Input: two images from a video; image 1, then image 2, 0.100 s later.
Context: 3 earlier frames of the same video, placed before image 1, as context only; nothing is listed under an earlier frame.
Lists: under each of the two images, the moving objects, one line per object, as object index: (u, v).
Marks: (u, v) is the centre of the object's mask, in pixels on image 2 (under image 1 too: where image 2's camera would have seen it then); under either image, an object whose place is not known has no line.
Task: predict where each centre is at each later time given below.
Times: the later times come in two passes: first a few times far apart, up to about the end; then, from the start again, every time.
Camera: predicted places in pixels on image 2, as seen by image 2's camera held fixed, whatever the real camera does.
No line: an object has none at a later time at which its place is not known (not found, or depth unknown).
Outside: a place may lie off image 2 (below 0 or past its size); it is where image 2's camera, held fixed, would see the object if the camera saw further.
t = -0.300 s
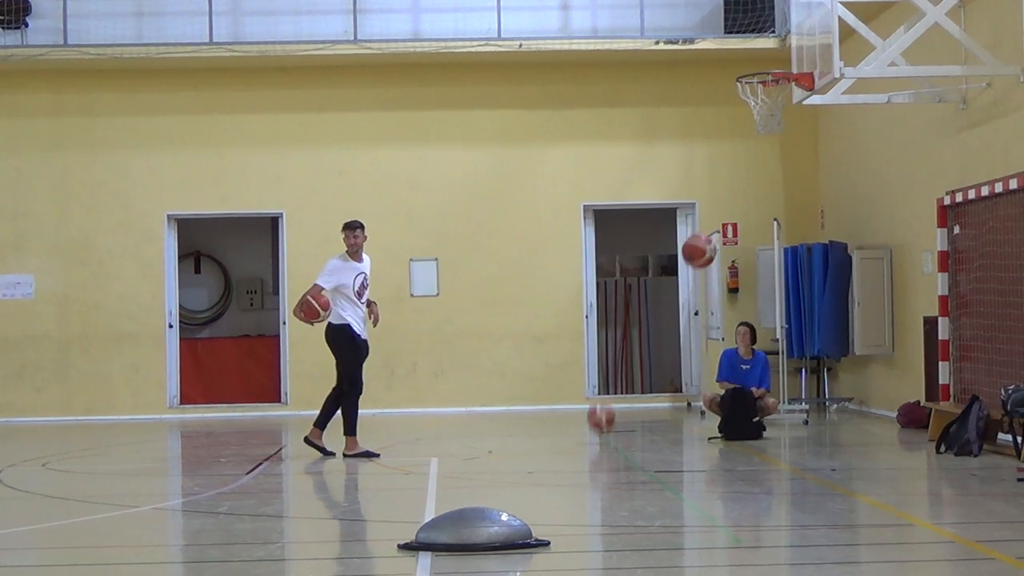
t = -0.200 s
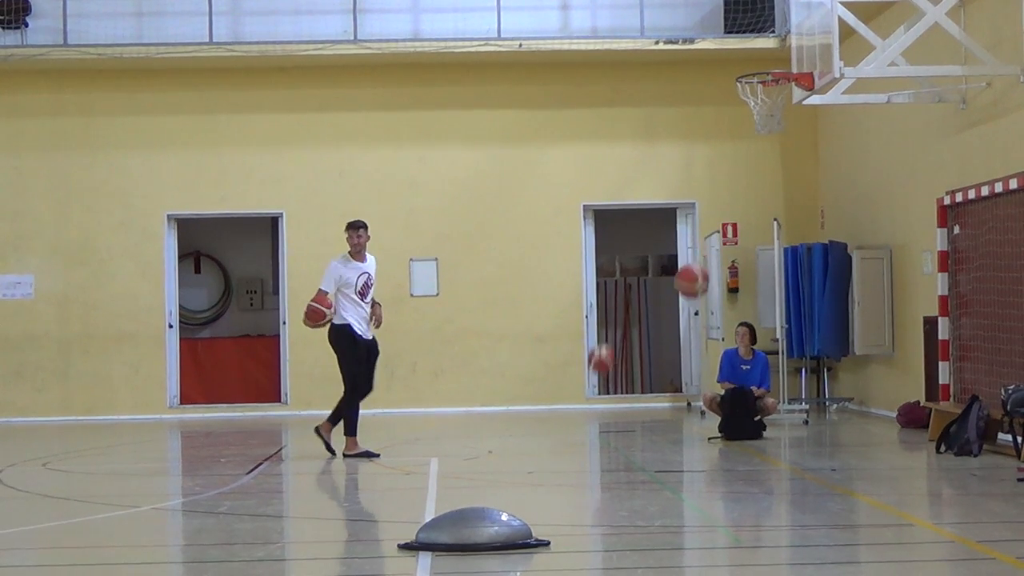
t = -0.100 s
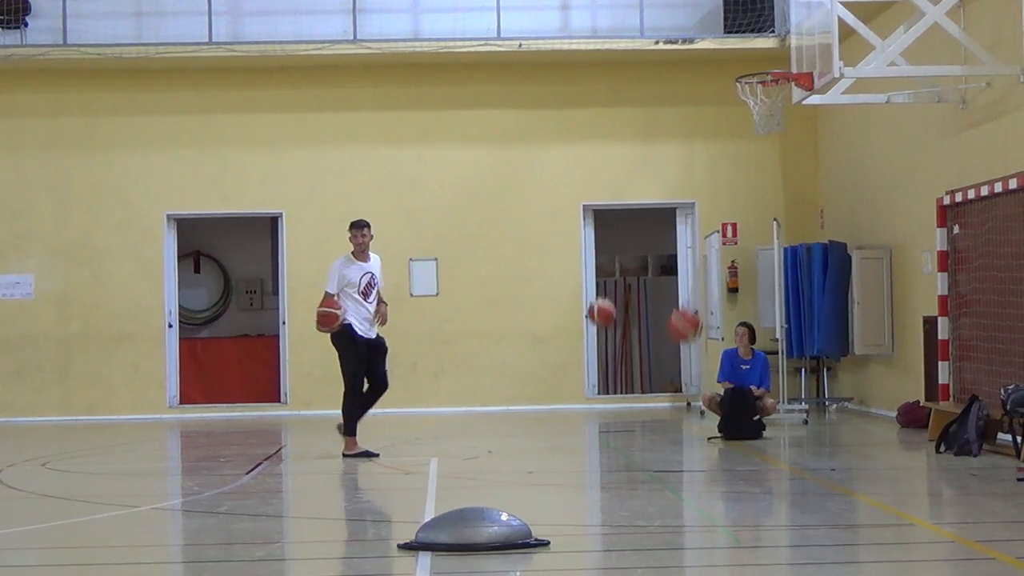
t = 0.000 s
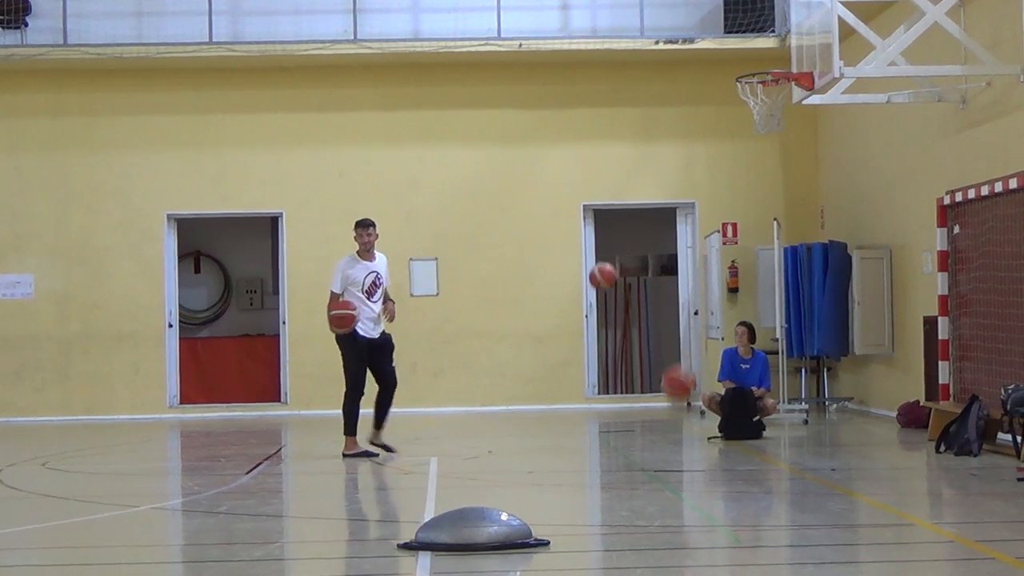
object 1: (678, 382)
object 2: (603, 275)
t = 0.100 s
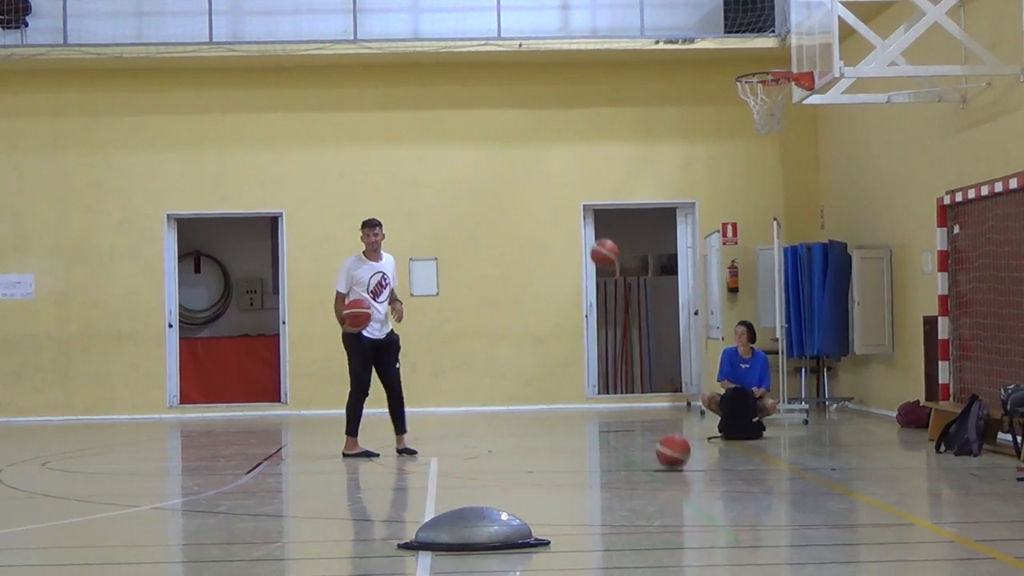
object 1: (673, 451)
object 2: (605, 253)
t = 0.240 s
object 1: (661, 383)
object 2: (606, 237)
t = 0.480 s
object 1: (641, 332)
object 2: (611, 262)
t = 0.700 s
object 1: (624, 354)
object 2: (614, 335)
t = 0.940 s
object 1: (608, 459)
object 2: (618, 389)
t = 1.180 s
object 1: (586, 388)
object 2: (609, 328)
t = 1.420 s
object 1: (567, 397)
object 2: (603, 330)
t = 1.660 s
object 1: (548, 451)
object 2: (598, 393)
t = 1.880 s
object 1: (531, 415)
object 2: (594, 380)
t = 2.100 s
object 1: (515, 452)
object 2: (590, 355)
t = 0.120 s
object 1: (671, 440)
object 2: (605, 248)
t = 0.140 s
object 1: (669, 430)
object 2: (605, 246)
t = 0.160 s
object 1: (668, 422)
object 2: (605, 243)
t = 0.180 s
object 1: (666, 411)
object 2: (605, 241)
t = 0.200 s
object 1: (664, 401)
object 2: (605, 240)
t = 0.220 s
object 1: (663, 391)
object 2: (606, 238)
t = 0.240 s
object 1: (661, 383)
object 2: (606, 237)
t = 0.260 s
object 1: (660, 376)
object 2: (607, 237)
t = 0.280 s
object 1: (657, 370)
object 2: (607, 237)
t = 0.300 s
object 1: (656, 364)
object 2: (607, 237)
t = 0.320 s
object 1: (655, 358)
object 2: (608, 240)
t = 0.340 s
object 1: (653, 353)
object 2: (608, 241)
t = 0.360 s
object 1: (652, 348)
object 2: (608, 243)
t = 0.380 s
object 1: (650, 344)
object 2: (609, 245)
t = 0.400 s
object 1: (648, 340)
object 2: (609, 247)
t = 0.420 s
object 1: (646, 338)
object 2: (610, 251)
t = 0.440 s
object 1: (645, 335)
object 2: (610, 254)
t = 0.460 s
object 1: (643, 333)
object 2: (610, 258)
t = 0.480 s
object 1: (641, 332)
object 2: (611, 262)
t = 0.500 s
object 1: (640, 331)
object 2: (612, 267)
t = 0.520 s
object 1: (638, 331)
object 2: (612, 272)
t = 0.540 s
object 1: (637, 331)
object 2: (612, 278)
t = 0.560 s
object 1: (636, 332)
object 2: (613, 285)
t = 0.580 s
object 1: (634, 334)
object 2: (613, 291)
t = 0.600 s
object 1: (632, 335)
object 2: (614, 299)
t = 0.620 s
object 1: (631, 338)
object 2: (614, 306)
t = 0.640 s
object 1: (630, 341)
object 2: (614, 314)
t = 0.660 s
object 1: (628, 344)
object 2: (614, 319)
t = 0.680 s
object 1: (626, 349)
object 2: (614, 328)
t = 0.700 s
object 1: (624, 354)
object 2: (614, 335)
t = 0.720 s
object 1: (622, 358)
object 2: (616, 341)
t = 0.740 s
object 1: (621, 365)
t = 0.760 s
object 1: (620, 372)
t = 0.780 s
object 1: (618, 379)
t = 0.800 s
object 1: (617, 387)
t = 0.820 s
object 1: (617, 398)
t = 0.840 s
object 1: (616, 408)
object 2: (631, 411)
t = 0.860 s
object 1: (615, 418)
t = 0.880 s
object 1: (612, 424)
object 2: (628, 414)
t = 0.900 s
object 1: (610, 436)
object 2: (620, 405)
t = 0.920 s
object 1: (609, 448)
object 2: (618, 397)
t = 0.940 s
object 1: (608, 459)
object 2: (618, 389)
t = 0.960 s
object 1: (606, 453)
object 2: (617, 381)
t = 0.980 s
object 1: (604, 445)
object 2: (616, 374)
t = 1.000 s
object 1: (602, 437)
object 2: (615, 367)
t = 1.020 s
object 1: (601, 429)
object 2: (615, 361)
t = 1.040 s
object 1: (599, 423)
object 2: (614, 356)
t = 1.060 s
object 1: (597, 416)
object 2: (613, 350)
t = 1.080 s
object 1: (595, 410)
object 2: (613, 346)
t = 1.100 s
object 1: (594, 404)
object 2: (612, 341)
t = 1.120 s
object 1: (592, 399)
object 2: (611, 337)
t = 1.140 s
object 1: (590, 395)
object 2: (611, 334)
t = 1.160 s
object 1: (588, 391)
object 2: (610, 330)
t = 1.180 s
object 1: (586, 388)
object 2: (609, 328)
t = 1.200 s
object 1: (584, 386)
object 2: (609, 325)
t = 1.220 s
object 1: (582, 384)
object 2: (608, 324)
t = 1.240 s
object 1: (580, 383)
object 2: (607, 322)
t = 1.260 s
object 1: (579, 382)
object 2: (607, 321)
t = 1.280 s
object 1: (578, 382)
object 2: (607, 321)
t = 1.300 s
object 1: (577, 382)
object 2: (606, 321)
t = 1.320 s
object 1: (575, 383)
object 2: (606, 321)
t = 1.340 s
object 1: (573, 385)
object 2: (605, 322)
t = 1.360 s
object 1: (571, 387)
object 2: (605, 323)
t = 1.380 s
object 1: (570, 390)
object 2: (604, 325)
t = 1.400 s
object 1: (568, 393)
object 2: (603, 327)
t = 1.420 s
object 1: (567, 397)
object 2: (603, 330)
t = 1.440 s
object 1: (565, 402)
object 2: (602, 332)
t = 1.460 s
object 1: (563, 407)
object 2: (602, 336)
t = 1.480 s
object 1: (562, 413)
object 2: (601, 340)
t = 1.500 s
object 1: (560, 420)
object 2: (601, 344)
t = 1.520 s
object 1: (558, 427)
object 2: (601, 348)
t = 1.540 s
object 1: (557, 435)
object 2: (600, 353)
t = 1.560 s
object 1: (556, 443)
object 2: (600, 359)
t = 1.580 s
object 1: (554, 452)
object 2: (599, 365)
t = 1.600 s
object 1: (552, 462)
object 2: (599, 371)
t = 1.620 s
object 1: (551, 464)
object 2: (599, 378)
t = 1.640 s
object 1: (549, 457)
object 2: (598, 385)
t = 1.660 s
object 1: (548, 451)
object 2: (598, 393)
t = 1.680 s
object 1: (546, 445)
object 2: (597, 401)
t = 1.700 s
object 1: (544, 439)
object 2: (597, 410)
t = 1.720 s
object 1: (543, 434)
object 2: (597, 418)
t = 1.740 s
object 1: (542, 429)
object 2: (596, 422)
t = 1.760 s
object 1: (540, 425)
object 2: (596, 415)
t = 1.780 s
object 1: (539, 422)
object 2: (596, 408)
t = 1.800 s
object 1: (537, 419)
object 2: (595, 401)
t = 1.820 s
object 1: (535, 417)
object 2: (595, 395)
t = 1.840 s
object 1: (534, 415)
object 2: (594, 389)
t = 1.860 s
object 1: (533, 415)
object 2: (594, 384)
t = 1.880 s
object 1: (531, 415)
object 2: (594, 380)
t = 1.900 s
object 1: (529, 415)
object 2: (593, 375)
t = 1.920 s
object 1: (528, 416)
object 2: (593, 371)
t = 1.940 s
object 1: (526, 418)
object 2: (593, 368)
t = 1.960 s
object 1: (525, 420)
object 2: (592, 365)
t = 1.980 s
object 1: (523, 423)
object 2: (591, 362)
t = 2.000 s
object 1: (522, 426)
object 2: (591, 360)
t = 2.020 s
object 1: (520, 429)
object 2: (591, 358)
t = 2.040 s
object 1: (519, 434)
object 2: (591, 357)
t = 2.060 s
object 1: (517, 439)
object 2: (590, 356)
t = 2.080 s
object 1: (516, 445)
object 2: (590, 356)
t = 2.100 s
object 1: (515, 452)
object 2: (590, 355)
